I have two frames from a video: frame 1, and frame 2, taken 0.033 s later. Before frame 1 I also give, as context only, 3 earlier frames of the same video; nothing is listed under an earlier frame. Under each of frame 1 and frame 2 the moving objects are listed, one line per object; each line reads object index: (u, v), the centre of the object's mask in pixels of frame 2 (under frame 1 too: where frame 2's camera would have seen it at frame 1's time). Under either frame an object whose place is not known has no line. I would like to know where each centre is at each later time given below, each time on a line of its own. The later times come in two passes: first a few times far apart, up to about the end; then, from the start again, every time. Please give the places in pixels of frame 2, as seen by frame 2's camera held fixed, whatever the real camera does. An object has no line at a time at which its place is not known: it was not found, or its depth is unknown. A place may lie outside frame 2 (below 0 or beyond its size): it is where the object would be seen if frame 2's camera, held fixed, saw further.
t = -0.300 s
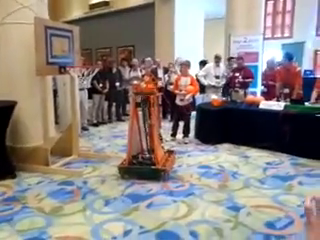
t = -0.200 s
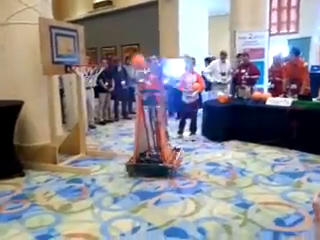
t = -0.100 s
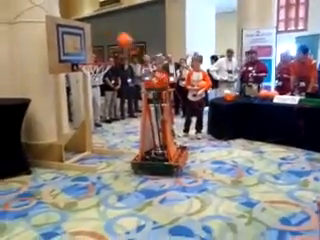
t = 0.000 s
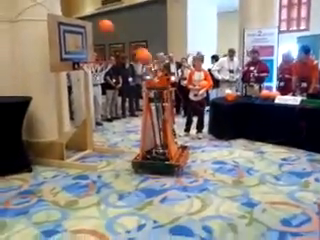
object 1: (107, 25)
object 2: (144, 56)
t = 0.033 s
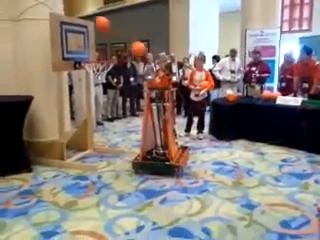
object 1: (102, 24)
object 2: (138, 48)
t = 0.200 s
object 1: (76, 25)
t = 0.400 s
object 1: (97, 64)
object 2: (76, 32)
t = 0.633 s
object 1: (110, 87)
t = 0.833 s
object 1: (116, 120)
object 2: (113, 98)
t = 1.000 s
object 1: (116, 151)
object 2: (126, 135)
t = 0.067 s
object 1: (96, 20)
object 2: (132, 43)
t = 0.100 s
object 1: (87, 19)
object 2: (125, 37)
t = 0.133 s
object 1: (81, 19)
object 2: (119, 35)
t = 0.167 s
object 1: (77, 20)
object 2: (113, 32)
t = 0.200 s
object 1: (76, 25)
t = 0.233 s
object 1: (78, 28)
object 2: (99, 29)
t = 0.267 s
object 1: (81, 36)
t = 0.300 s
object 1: (87, 41)
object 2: (89, 26)
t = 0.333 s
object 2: (83, 27)
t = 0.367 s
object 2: (79, 28)
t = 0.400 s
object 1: (97, 64)
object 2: (76, 32)
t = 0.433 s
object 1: (101, 72)
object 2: (79, 38)
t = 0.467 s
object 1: (103, 75)
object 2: (84, 44)
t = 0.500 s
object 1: (105, 77)
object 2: (86, 51)
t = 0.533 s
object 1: (107, 79)
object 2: (91, 57)
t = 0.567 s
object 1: (108, 81)
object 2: (94, 66)
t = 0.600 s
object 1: (109, 84)
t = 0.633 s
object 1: (110, 87)
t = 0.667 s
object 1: (110, 90)
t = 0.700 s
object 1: (112, 97)
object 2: (105, 82)
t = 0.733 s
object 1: (112, 100)
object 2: (107, 85)
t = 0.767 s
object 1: (113, 107)
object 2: (109, 89)
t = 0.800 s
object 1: (114, 113)
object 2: (112, 92)
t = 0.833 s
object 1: (116, 120)
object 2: (113, 98)
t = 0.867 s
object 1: (117, 128)
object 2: (116, 104)
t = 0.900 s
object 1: (118, 137)
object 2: (119, 111)
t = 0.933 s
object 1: (119, 148)
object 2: (121, 118)
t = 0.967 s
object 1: (118, 150)
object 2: (123, 125)
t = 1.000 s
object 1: (116, 151)
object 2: (126, 135)
